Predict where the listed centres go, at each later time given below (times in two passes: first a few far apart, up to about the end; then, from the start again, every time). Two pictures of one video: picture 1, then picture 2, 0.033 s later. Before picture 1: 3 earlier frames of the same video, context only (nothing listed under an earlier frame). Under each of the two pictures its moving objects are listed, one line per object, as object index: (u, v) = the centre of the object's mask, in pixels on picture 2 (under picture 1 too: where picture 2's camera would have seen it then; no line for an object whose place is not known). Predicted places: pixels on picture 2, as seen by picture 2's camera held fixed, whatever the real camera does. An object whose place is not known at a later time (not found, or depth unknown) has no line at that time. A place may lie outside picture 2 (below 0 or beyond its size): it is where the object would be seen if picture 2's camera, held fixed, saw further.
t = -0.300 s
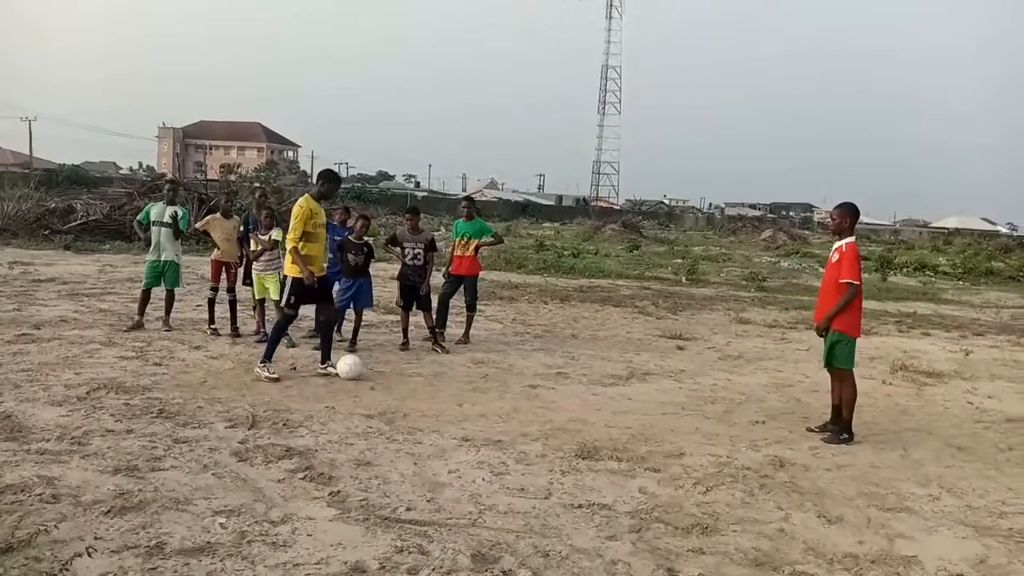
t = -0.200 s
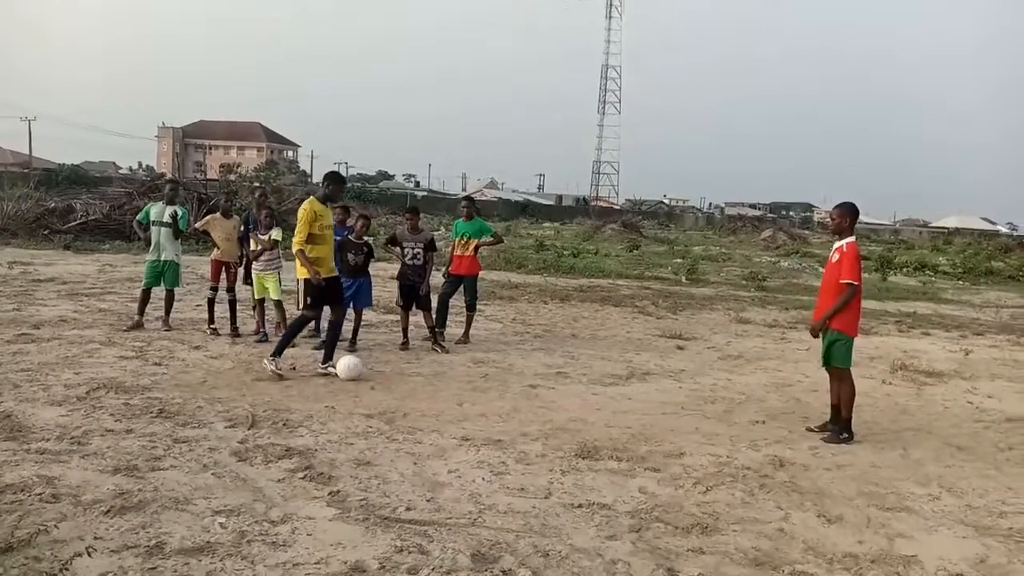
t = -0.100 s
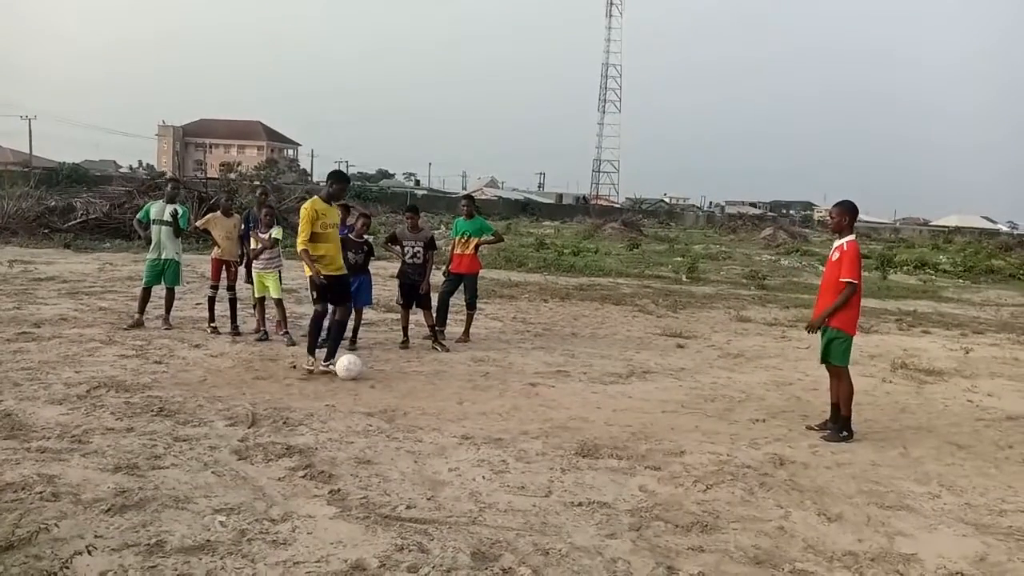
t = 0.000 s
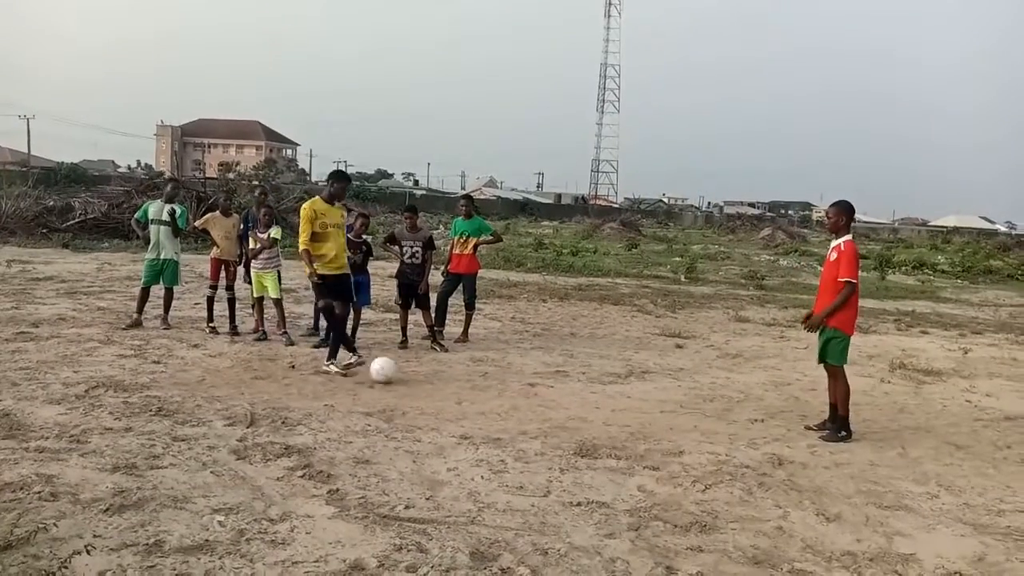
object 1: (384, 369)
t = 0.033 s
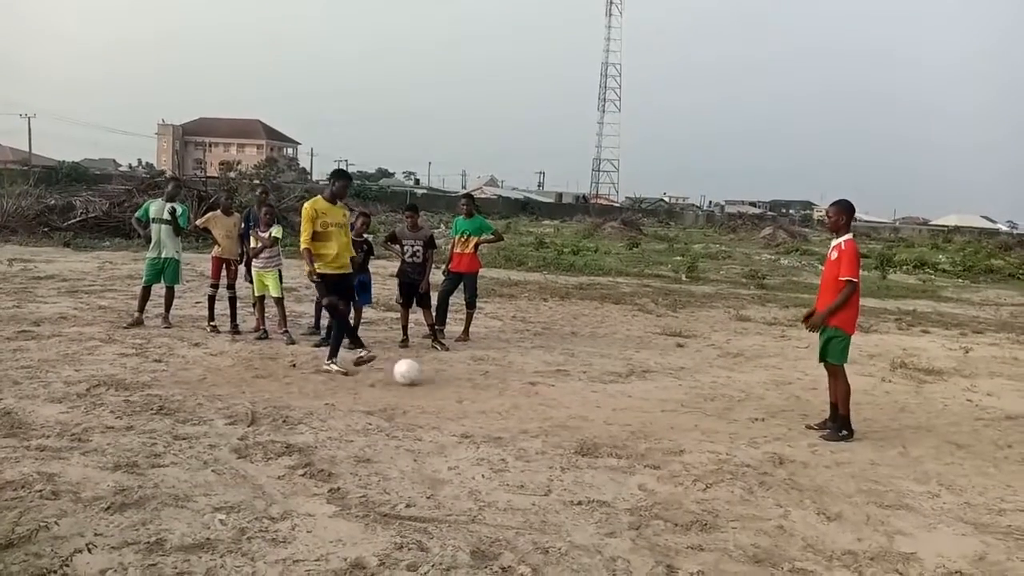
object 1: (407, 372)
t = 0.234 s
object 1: (511, 377)
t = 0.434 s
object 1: (602, 393)
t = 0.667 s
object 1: (695, 403)
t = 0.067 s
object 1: (427, 374)
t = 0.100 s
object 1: (444, 373)
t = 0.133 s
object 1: (460, 371)
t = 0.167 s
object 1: (477, 372)
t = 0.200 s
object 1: (494, 374)
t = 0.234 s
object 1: (511, 377)
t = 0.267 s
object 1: (529, 383)
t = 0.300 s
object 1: (544, 386)
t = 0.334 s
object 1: (559, 386)
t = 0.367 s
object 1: (574, 388)
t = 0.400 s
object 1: (589, 392)
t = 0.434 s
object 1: (602, 393)
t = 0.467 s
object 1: (615, 393)
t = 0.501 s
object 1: (628, 393)
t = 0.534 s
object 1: (641, 396)
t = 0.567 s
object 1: (656, 400)
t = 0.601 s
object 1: (670, 400)
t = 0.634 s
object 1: (683, 400)
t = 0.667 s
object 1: (695, 403)
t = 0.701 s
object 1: (709, 405)
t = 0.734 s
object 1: (722, 406)
